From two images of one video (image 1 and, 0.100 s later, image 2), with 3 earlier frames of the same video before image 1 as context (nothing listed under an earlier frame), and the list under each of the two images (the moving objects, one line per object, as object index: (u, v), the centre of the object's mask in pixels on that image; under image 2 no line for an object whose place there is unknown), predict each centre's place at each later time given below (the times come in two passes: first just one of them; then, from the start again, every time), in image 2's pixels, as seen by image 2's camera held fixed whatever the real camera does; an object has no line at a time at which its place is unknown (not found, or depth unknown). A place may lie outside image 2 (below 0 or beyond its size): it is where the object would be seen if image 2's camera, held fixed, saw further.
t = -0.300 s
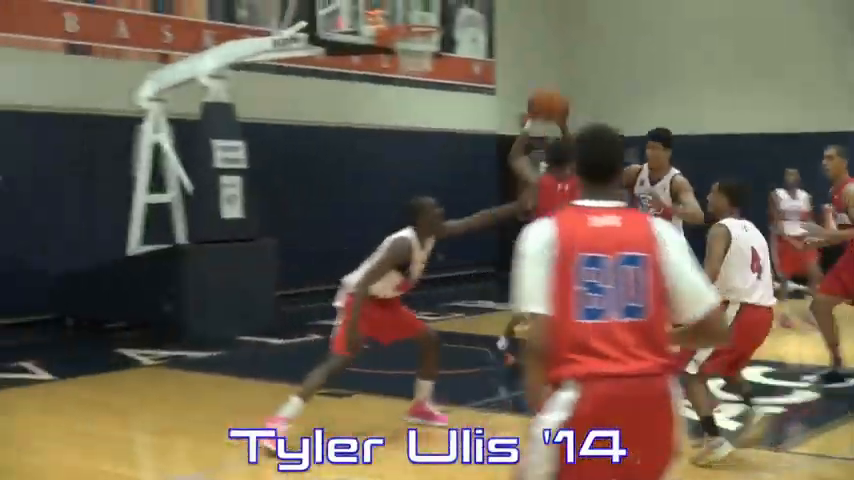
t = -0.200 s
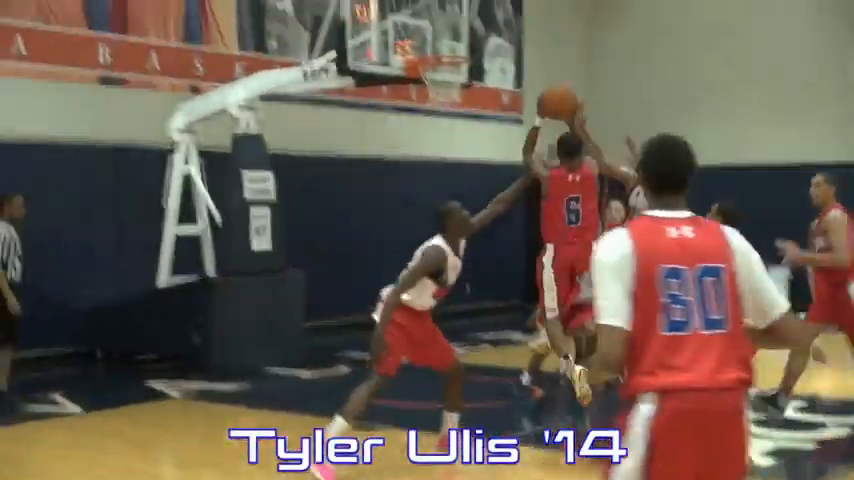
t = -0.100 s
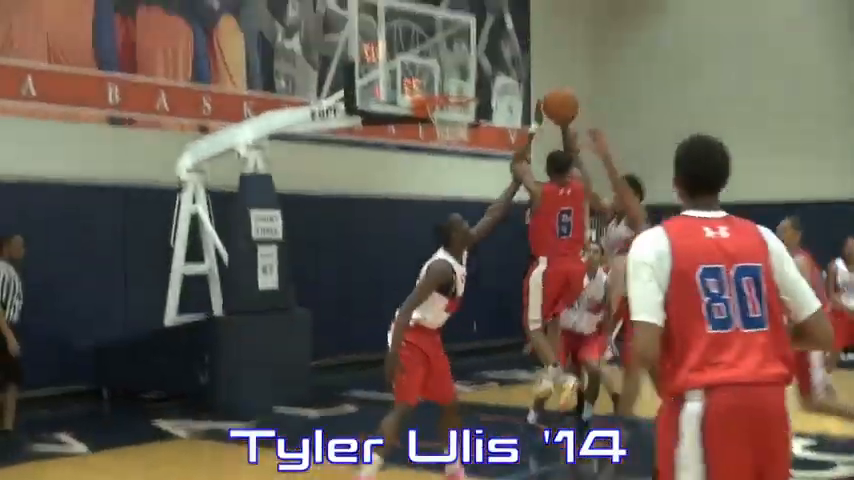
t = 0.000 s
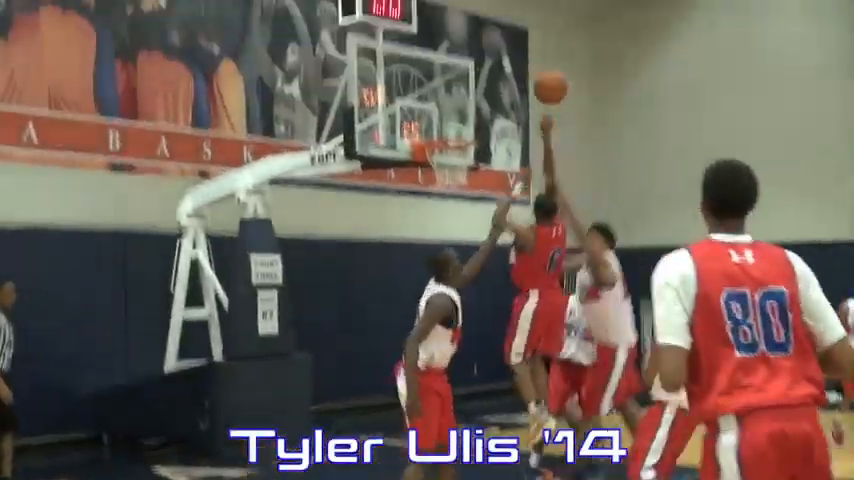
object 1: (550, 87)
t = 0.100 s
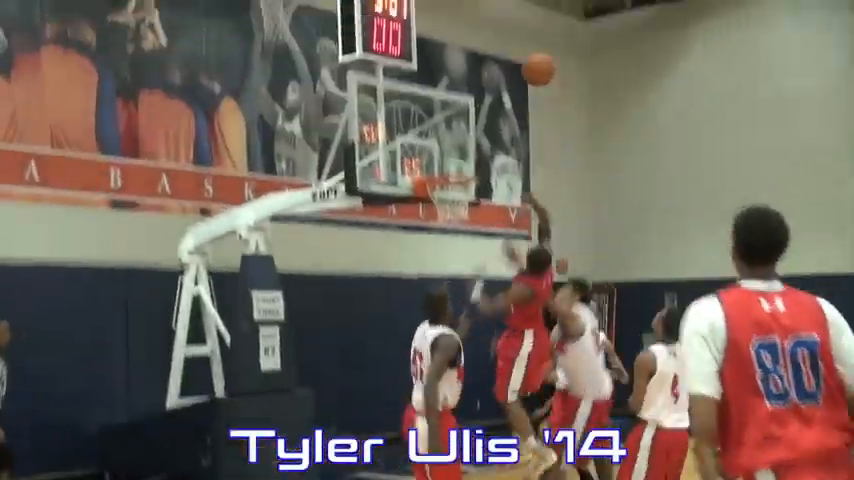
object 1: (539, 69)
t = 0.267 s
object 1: (522, 17)
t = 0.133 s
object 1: (534, 56)
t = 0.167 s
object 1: (531, 44)
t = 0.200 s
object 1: (527, 33)
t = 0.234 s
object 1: (525, 24)
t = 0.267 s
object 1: (522, 17)
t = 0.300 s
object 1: (518, 11)
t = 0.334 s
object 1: (515, 7)
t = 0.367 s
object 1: (513, 5)
